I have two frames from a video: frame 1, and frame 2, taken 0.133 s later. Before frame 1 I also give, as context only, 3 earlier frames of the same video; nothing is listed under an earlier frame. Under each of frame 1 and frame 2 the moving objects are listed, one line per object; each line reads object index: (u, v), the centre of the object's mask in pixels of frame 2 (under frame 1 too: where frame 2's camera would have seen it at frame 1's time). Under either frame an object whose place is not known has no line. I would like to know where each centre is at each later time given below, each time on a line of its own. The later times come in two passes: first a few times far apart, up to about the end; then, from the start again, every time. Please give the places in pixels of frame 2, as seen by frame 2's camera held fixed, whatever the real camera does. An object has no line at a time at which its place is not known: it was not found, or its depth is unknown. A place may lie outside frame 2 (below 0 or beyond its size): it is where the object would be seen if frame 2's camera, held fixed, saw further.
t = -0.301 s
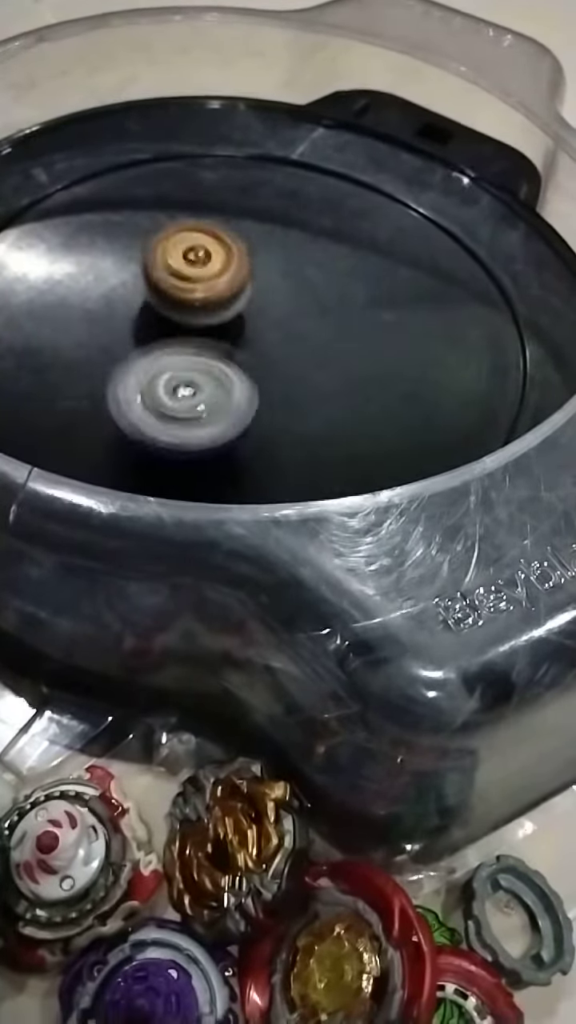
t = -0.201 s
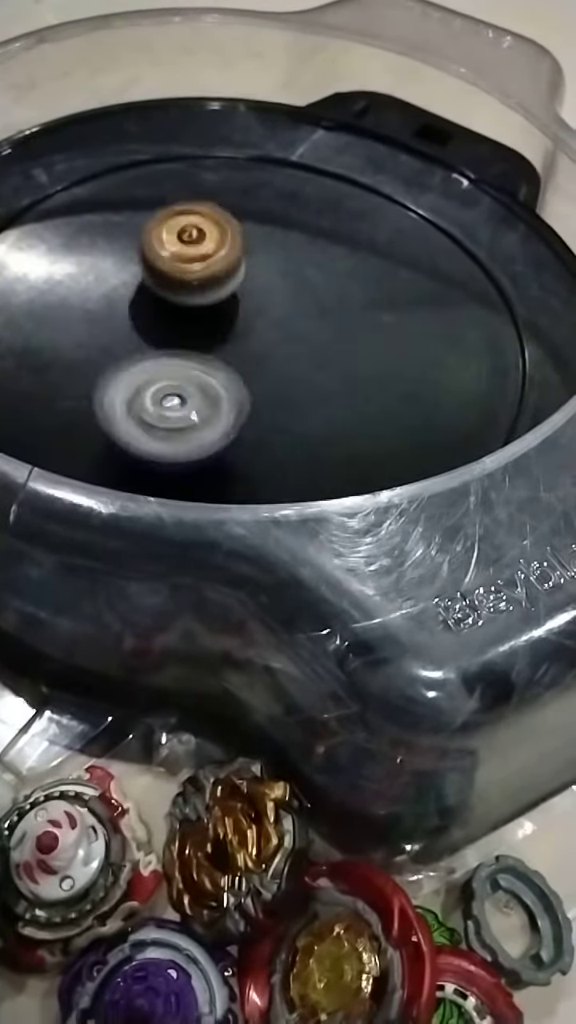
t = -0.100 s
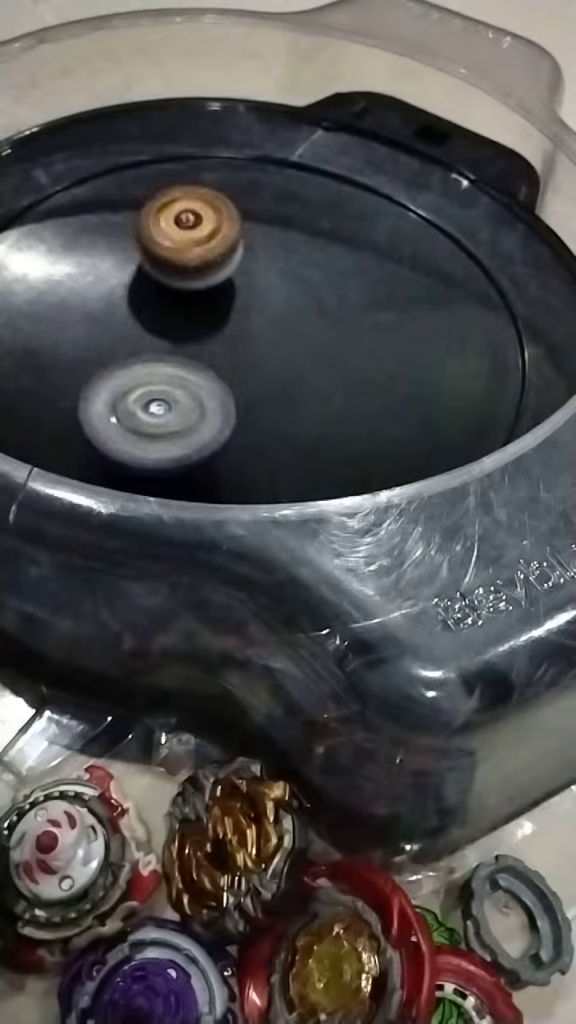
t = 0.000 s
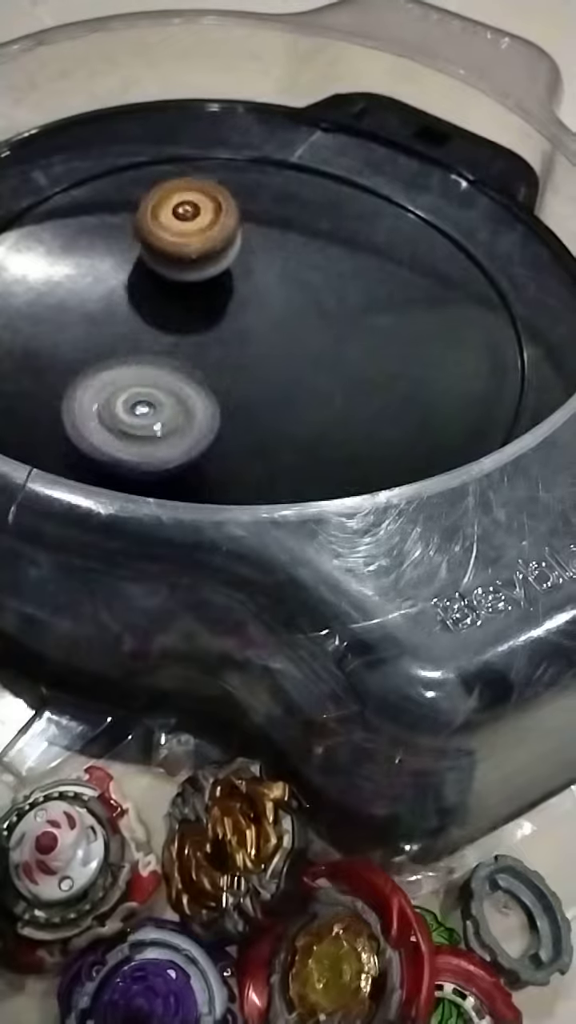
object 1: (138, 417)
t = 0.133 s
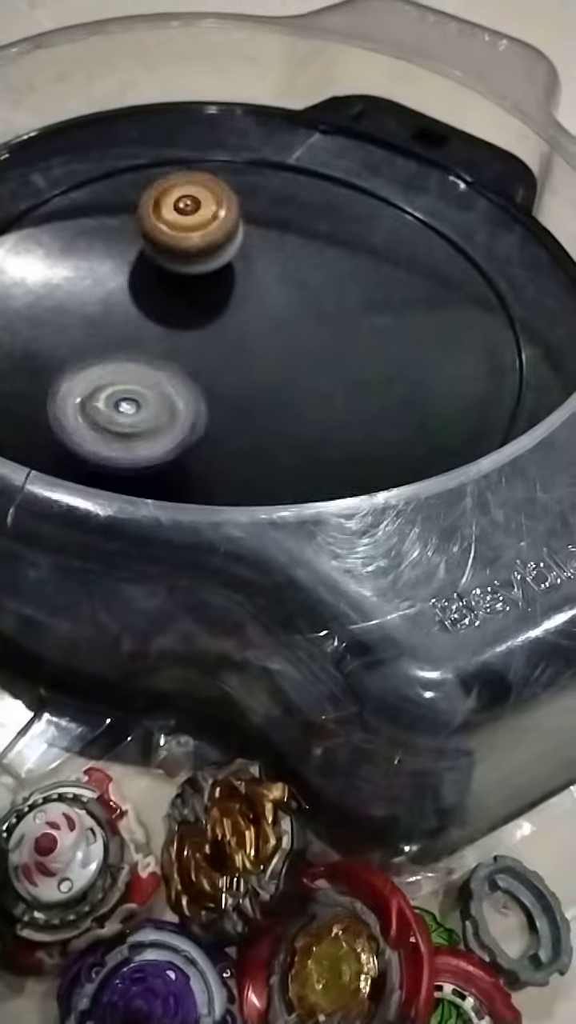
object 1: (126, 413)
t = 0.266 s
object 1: (114, 405)
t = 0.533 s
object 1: (98, 380)
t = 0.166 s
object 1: (123, 412)
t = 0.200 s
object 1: (120, 409)
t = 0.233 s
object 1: (116, 408)
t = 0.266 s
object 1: (114, 405)
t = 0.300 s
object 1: (110, 400)
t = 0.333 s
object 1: (108, 397)
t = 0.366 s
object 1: (106, 392)
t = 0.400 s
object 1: (105, 390)
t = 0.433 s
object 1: (103, 386)
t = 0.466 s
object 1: (101, 383)
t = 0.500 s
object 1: (100, 382)
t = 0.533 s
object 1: (98, 380)
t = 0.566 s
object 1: (97, 376)
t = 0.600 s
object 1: (96, 371)
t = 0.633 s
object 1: (97, 368)
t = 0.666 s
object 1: (97, 364)
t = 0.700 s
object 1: (97, 361)
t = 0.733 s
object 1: (99, 358)
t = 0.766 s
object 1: (100, 356)
